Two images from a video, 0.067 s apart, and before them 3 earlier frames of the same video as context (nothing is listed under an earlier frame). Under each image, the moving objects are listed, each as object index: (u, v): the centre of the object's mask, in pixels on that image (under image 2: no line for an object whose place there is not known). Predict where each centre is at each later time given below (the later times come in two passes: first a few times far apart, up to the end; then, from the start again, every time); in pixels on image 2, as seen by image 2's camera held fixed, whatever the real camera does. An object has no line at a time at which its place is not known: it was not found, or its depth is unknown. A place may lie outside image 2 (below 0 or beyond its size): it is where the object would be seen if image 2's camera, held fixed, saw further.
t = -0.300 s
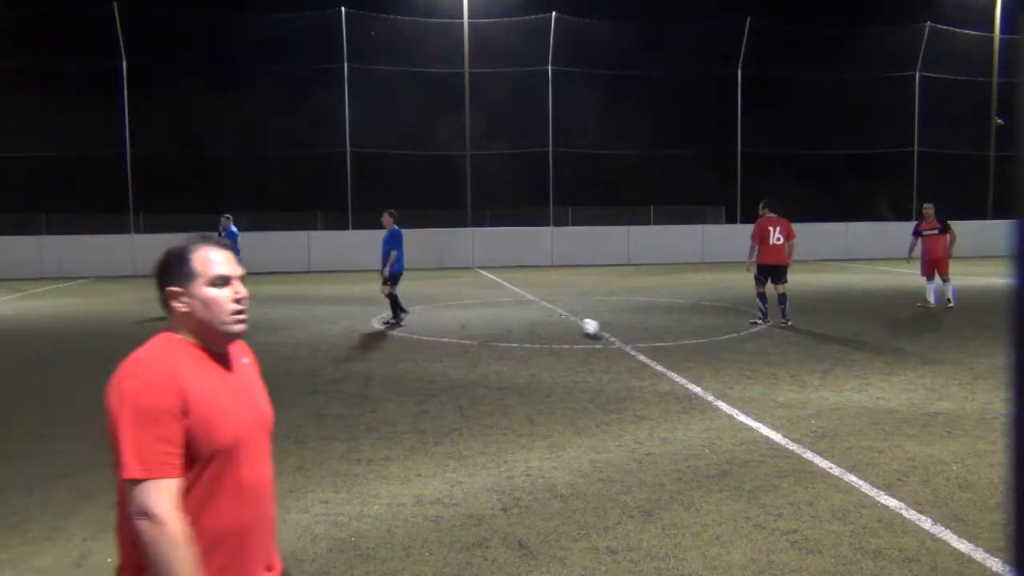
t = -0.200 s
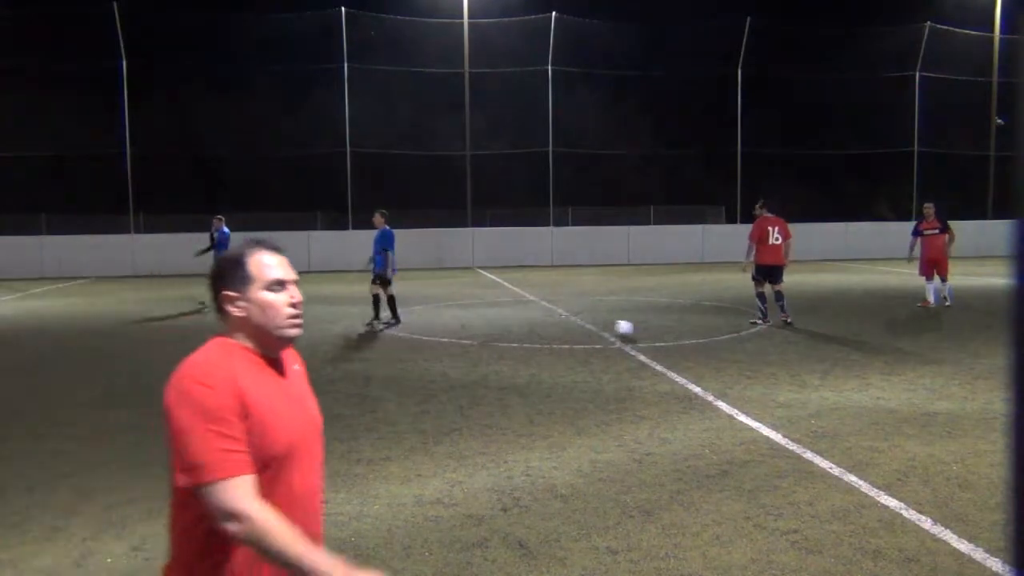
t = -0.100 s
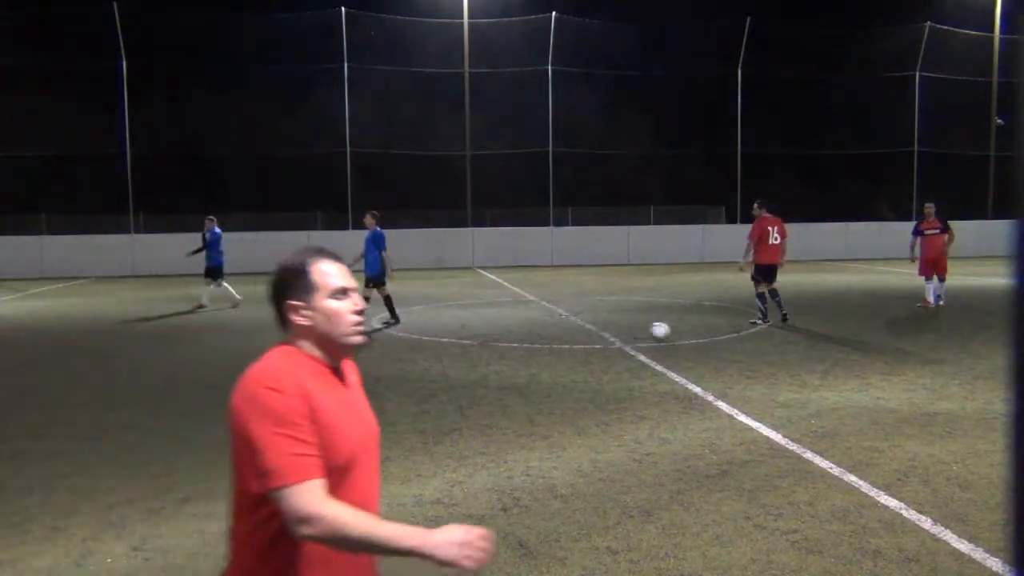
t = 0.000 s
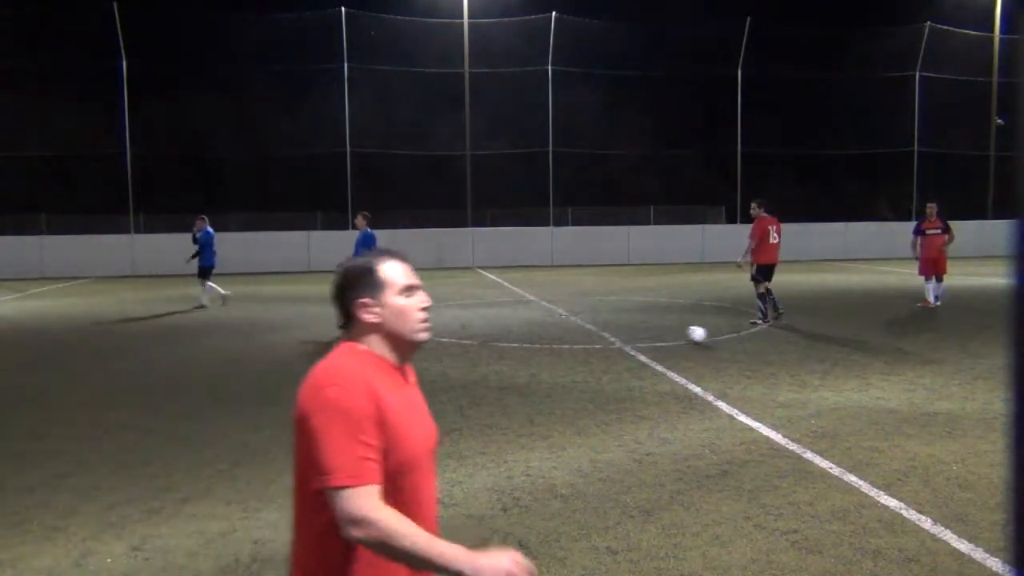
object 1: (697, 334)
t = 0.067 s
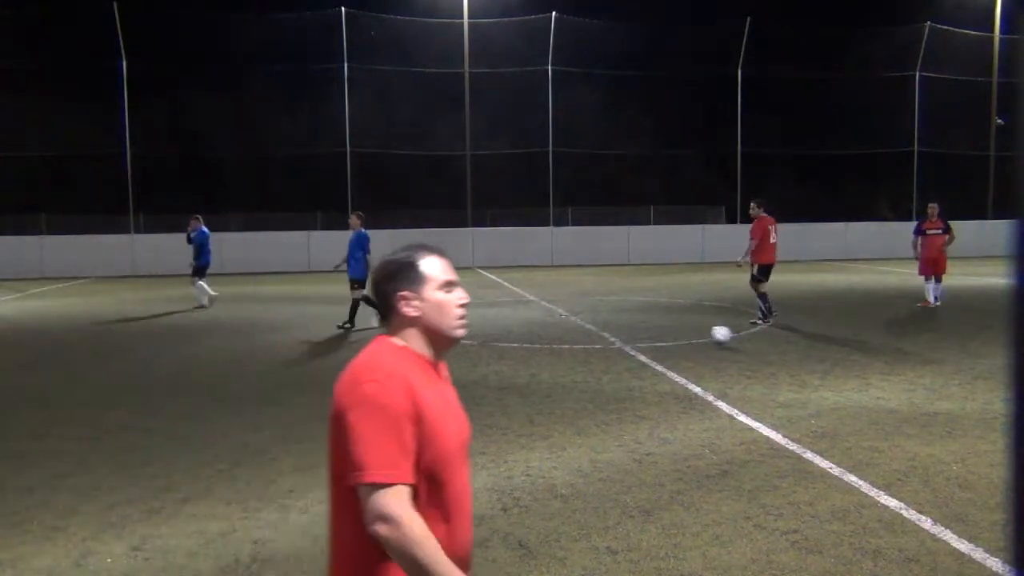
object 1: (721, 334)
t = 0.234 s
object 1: (785, 339)
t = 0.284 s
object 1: (805, 342)
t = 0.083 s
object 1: (727, 335)
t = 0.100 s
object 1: (733, 335)
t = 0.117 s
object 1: (740, 337)
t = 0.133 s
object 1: (746, 338)
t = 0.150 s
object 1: (753, 339)
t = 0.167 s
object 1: (759, 339)
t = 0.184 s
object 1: (765, 339)
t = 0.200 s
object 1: (772, 338)
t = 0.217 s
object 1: (778, 339)
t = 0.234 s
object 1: (785, 339)
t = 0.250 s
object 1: (792, 340)
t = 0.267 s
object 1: (798, 341)
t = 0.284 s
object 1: (805, 342)
